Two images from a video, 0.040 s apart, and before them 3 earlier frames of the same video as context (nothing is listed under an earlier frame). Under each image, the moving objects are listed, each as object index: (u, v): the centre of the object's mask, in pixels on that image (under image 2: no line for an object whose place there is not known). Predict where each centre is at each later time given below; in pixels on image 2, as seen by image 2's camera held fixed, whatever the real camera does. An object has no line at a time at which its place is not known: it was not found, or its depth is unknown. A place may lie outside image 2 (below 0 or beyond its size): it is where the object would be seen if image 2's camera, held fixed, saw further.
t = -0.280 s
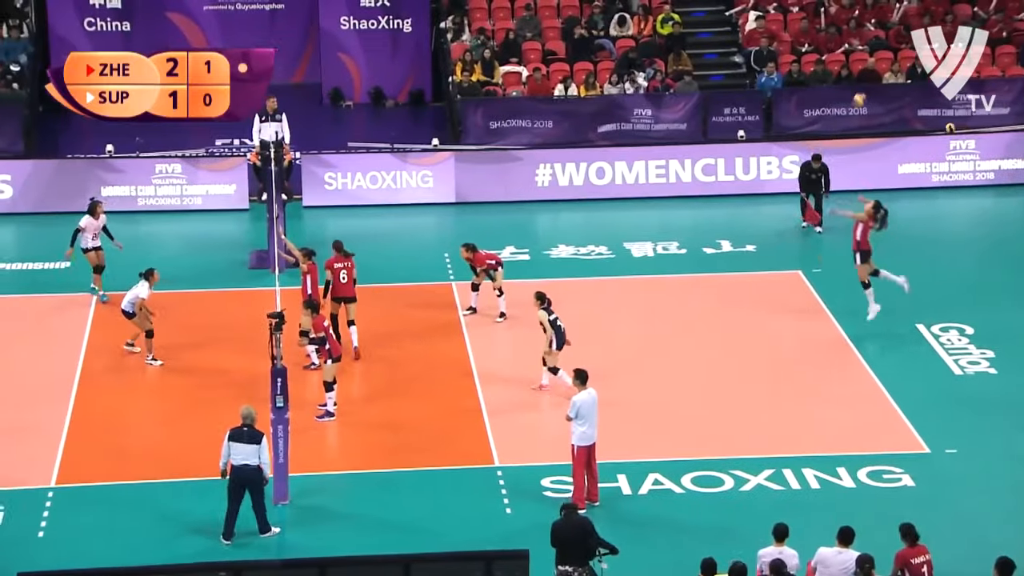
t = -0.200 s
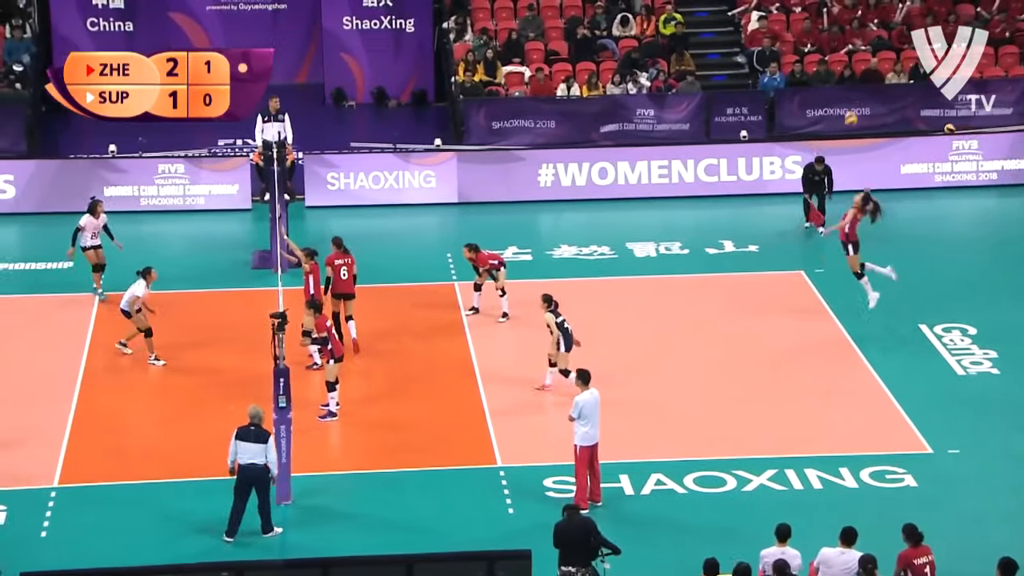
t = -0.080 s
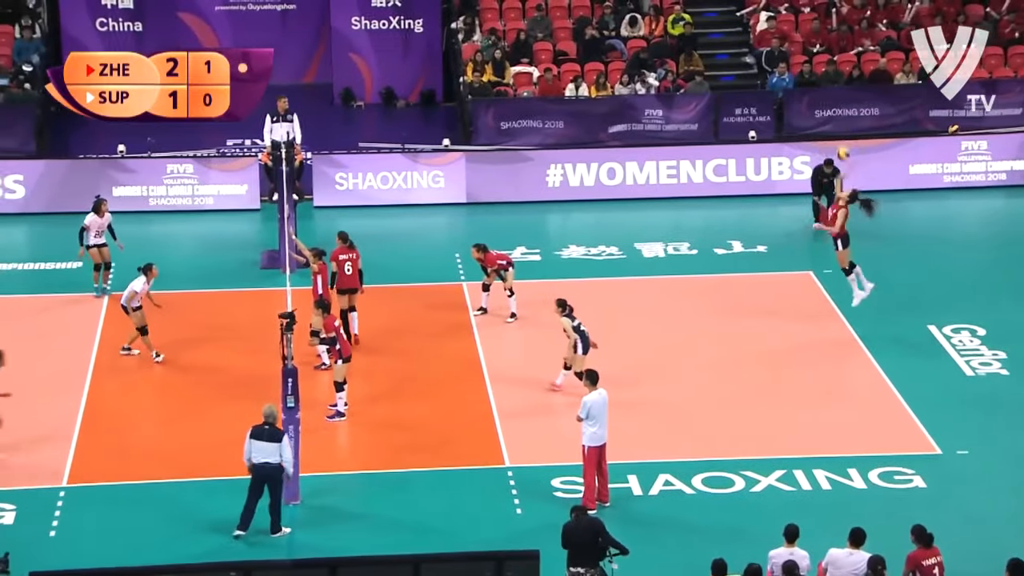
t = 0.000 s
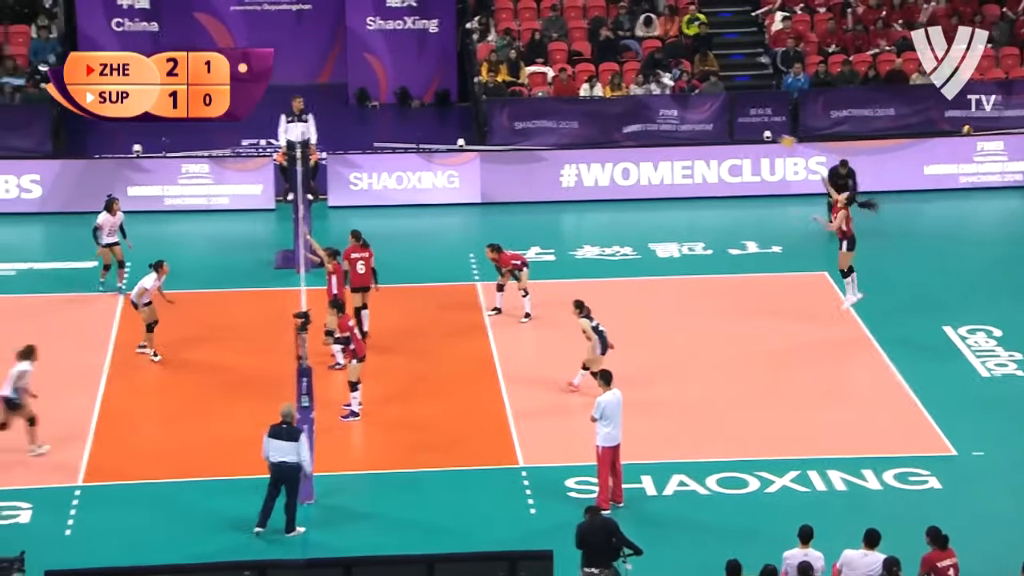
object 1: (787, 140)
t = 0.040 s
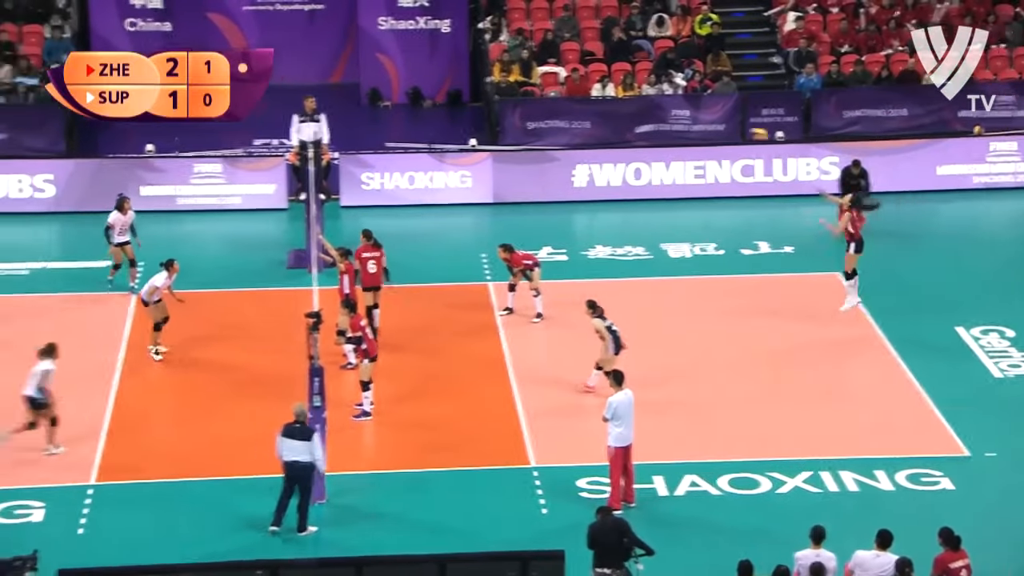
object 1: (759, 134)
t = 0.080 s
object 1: (721, 125)
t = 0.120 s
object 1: (680, 118)
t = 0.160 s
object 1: (641, 113)
